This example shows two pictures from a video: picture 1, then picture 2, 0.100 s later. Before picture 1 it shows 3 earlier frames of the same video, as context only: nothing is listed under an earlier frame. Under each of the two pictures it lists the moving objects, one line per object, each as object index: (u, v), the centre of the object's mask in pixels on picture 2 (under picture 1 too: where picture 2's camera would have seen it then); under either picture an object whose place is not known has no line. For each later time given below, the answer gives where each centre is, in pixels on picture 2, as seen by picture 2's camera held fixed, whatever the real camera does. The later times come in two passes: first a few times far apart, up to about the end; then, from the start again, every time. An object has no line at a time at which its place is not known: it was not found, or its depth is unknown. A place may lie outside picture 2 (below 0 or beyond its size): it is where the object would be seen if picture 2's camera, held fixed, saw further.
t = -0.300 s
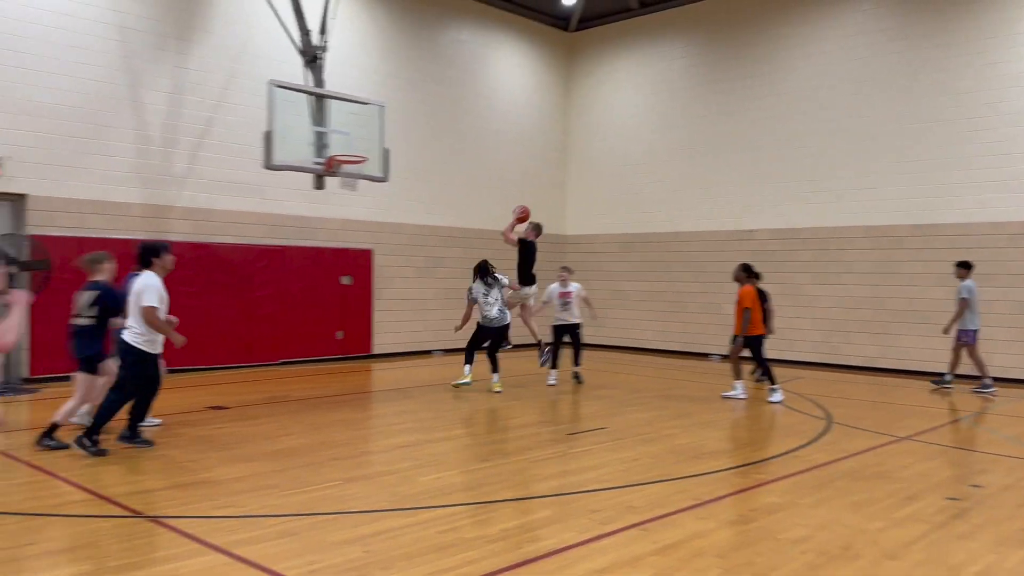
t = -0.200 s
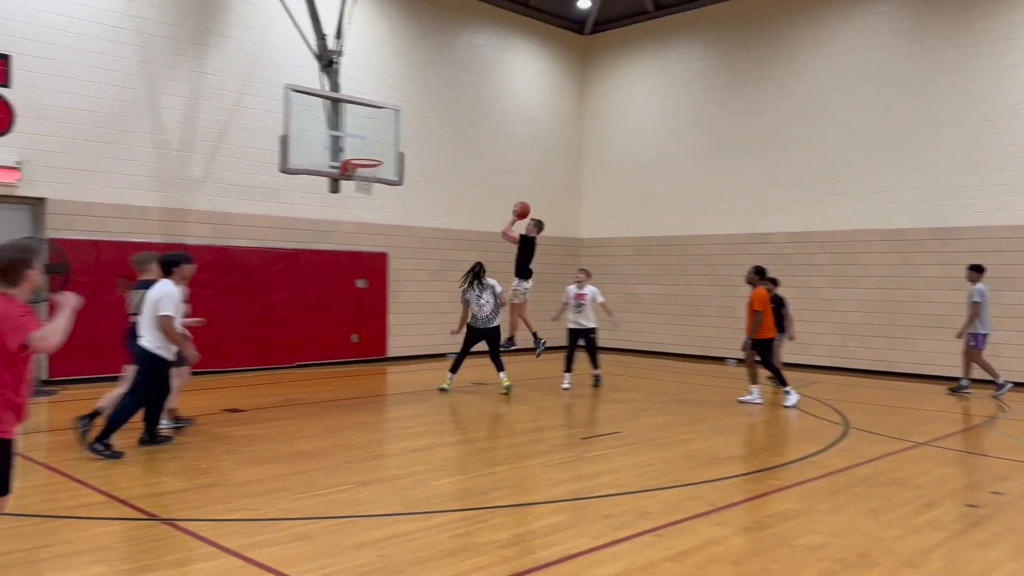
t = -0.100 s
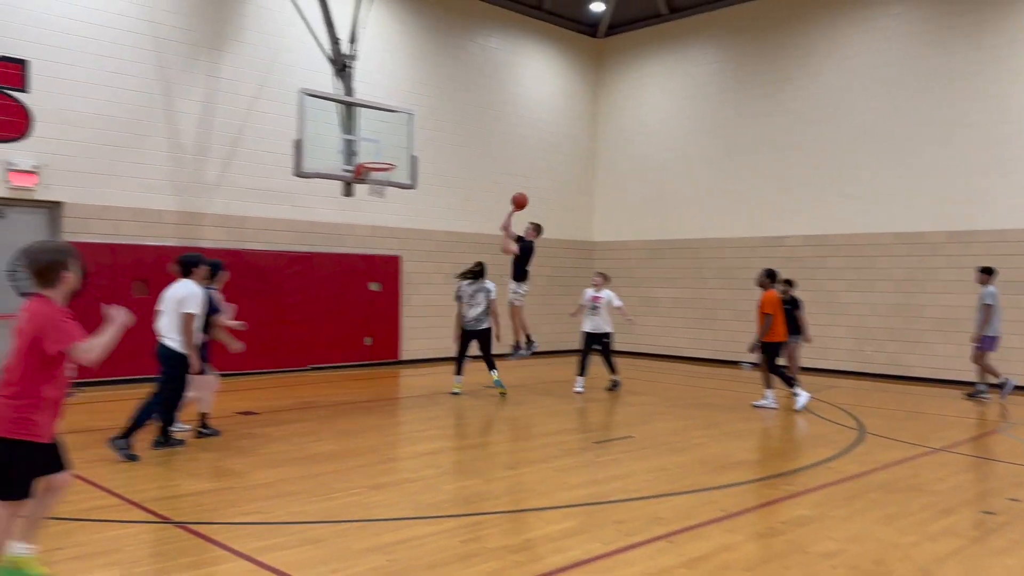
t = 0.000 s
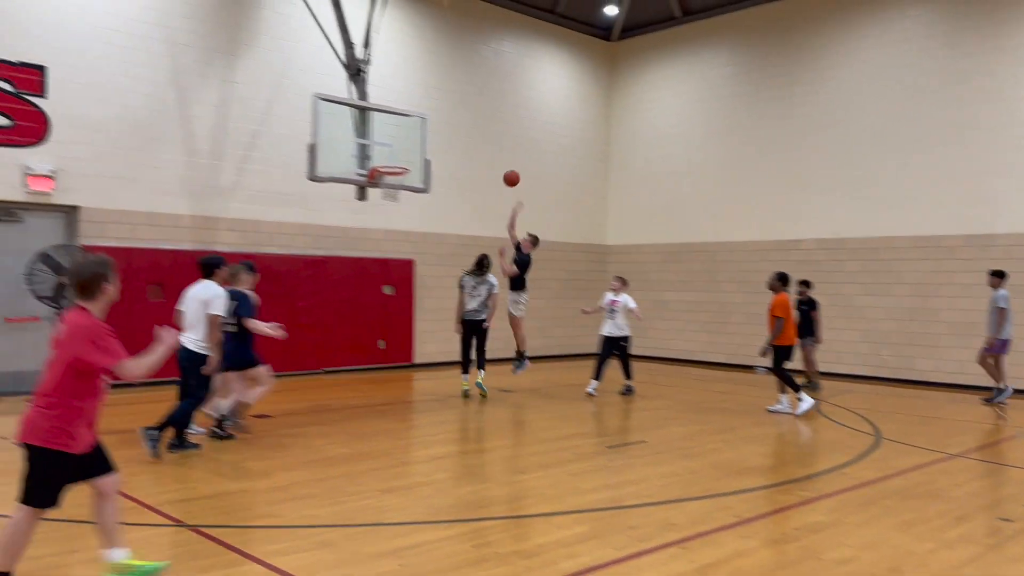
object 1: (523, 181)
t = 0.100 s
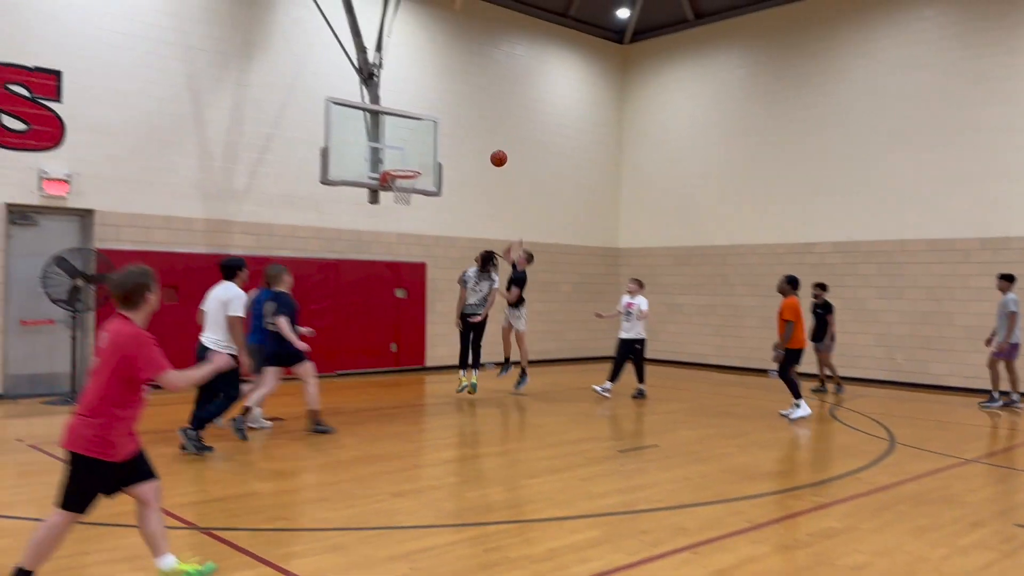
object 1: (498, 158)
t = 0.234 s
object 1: (465, 138)
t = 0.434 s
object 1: (416, 132)
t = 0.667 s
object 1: (412, 150)
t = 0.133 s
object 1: (490, 152)
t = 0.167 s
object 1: (482, 147)
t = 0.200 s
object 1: (474, 142)
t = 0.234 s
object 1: (465, 138)
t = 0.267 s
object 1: (457, 135)
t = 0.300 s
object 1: (449, 133)
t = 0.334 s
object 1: (440, 131)
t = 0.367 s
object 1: (432, 131)
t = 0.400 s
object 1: (424, 131)
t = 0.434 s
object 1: (416, 132)
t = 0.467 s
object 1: (414, 132)
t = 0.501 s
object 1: (414, 133)
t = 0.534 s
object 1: (413, 135)
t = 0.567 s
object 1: (413, 137)
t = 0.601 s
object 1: (413, 141)
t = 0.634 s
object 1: (412, 145)
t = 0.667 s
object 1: (412, 150)
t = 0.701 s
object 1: (412, 156)
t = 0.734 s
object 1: (412, 162)
